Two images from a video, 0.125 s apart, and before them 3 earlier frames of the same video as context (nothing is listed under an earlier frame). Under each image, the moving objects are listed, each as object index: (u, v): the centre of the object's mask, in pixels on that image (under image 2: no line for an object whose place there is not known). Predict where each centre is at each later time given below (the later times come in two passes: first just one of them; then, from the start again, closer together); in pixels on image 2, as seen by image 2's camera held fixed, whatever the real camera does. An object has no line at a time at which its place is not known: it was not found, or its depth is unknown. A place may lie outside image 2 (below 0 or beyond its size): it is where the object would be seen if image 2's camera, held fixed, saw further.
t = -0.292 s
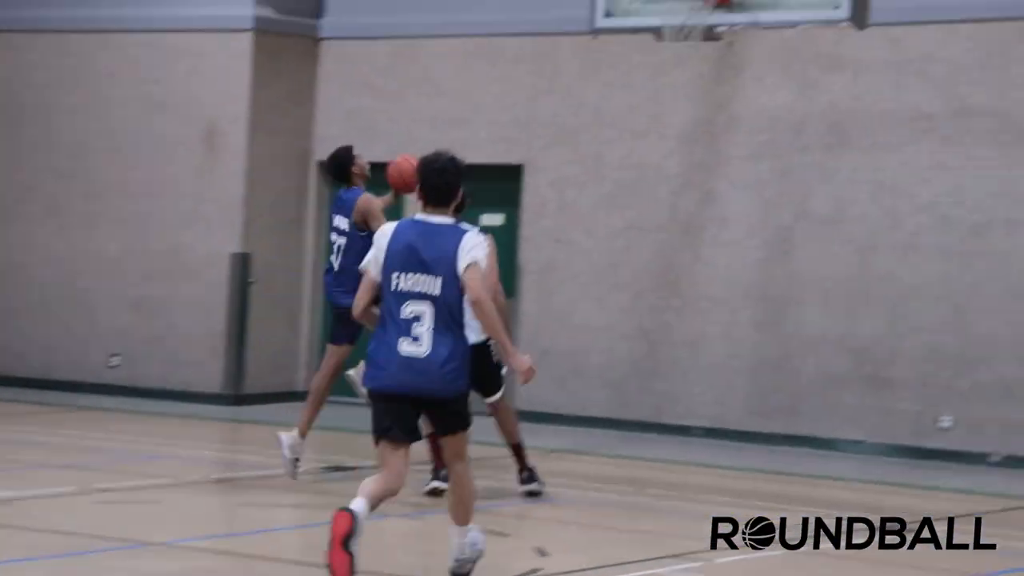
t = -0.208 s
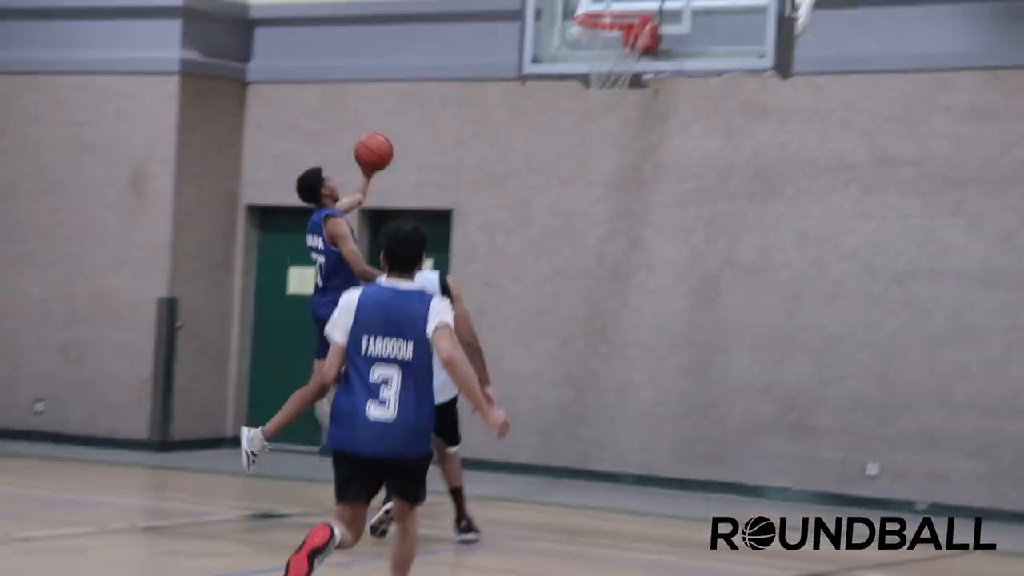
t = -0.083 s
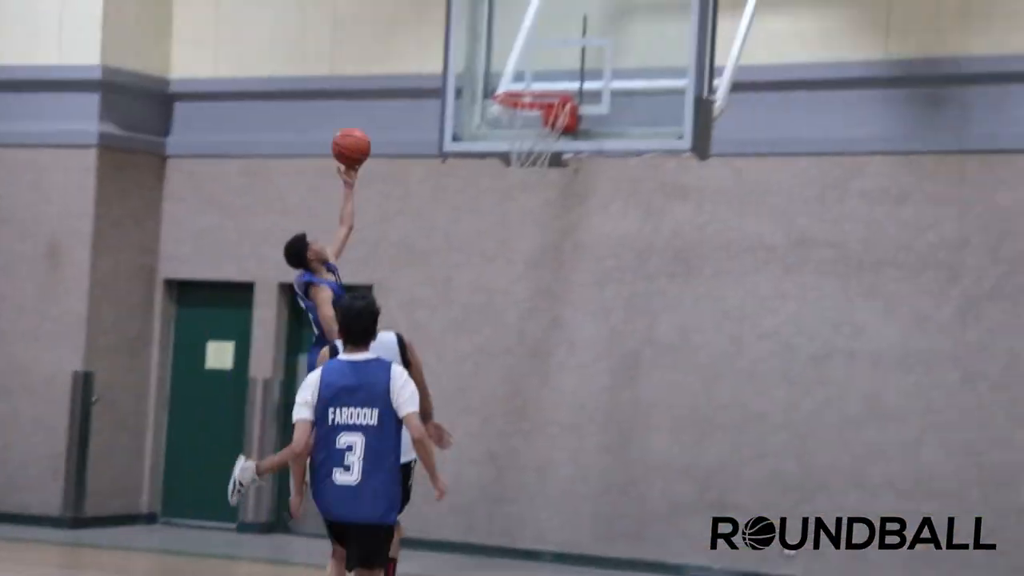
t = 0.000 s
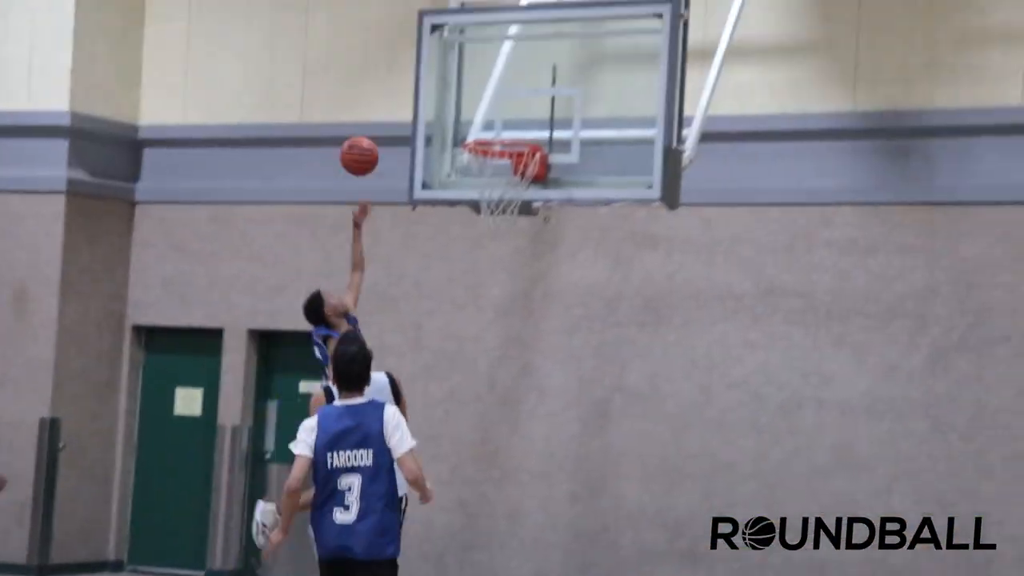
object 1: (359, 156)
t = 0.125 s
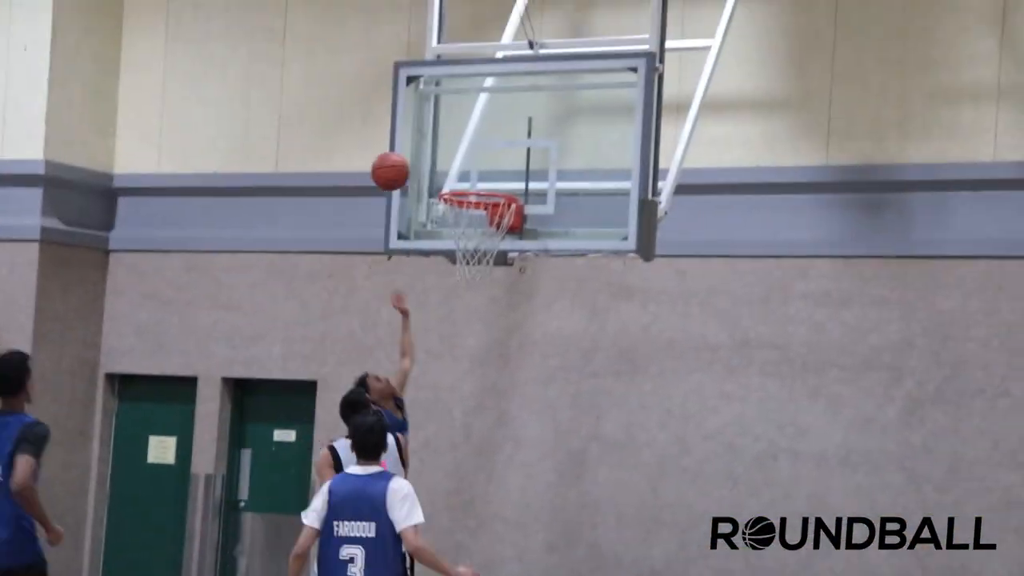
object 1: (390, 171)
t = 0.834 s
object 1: (470, 282)
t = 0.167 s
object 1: (408, 165)
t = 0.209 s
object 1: (425, 161)
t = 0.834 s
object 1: (470, 282)
